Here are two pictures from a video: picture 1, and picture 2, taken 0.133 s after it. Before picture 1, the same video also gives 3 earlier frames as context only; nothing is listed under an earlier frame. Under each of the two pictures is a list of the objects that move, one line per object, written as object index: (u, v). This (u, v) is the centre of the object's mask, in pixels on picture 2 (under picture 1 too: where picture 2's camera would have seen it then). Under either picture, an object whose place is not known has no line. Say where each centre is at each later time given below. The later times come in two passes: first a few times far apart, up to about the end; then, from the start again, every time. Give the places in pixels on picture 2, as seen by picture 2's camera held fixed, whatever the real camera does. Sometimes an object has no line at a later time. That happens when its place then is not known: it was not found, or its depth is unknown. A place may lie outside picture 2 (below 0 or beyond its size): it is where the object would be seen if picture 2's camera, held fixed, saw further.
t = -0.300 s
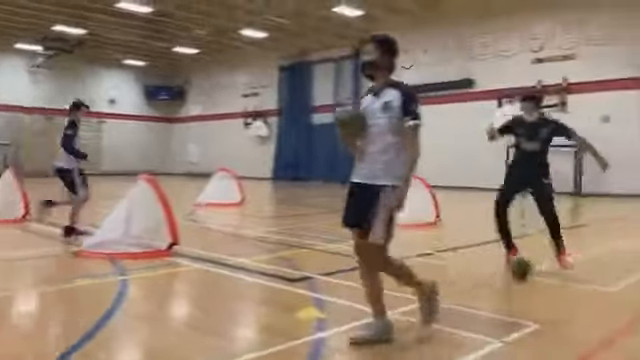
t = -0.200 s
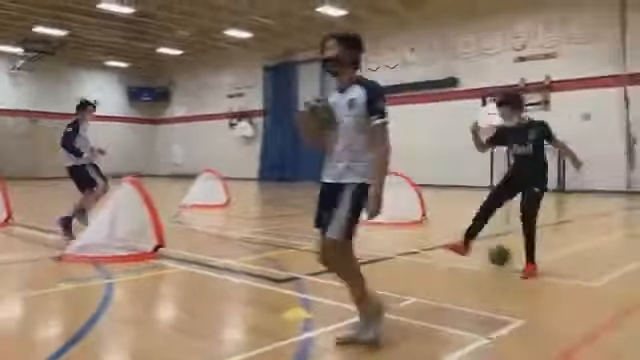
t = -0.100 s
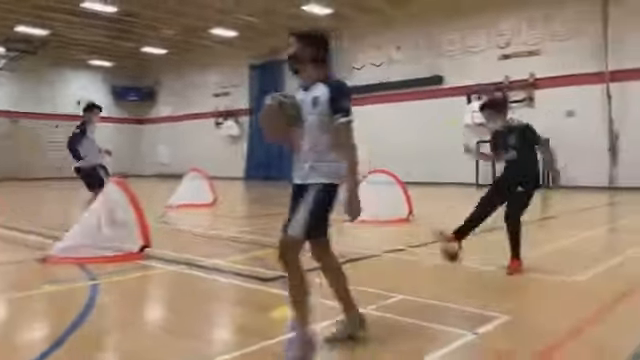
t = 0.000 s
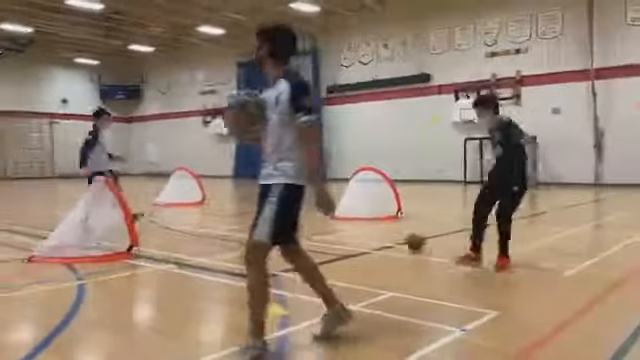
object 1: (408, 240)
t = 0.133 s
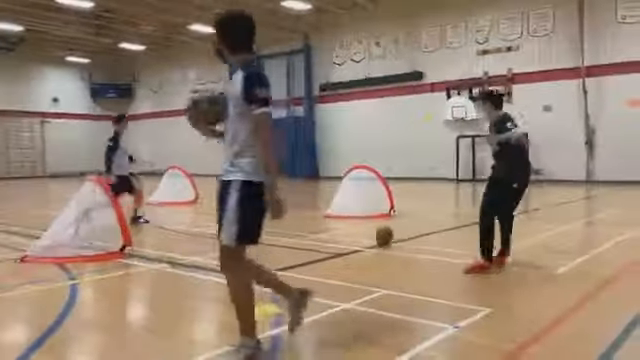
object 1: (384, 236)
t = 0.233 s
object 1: (371, 235)
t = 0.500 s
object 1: (350, 228)
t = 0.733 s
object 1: (336, 224)
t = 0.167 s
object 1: (379, 235)
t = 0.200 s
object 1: (375, 235)
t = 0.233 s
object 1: (371, 235)
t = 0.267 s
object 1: (368, 233)
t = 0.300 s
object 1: (364, 232)
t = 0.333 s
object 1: (361, 231)
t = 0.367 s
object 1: (359, 230)
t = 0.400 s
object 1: (356, 229)
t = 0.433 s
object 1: (354, 229)
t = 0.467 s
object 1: (352, 229)
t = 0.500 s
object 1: (350, 228)
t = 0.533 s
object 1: (348, 227)
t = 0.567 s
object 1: (345, 226)
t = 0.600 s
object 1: (343, 226)
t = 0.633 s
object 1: (342, 226)
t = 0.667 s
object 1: (340, 225)
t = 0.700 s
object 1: (338, 225)
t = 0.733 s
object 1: (336, 224)
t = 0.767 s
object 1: (334, 223)
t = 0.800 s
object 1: (333, 223)
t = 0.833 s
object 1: (331, 223)
